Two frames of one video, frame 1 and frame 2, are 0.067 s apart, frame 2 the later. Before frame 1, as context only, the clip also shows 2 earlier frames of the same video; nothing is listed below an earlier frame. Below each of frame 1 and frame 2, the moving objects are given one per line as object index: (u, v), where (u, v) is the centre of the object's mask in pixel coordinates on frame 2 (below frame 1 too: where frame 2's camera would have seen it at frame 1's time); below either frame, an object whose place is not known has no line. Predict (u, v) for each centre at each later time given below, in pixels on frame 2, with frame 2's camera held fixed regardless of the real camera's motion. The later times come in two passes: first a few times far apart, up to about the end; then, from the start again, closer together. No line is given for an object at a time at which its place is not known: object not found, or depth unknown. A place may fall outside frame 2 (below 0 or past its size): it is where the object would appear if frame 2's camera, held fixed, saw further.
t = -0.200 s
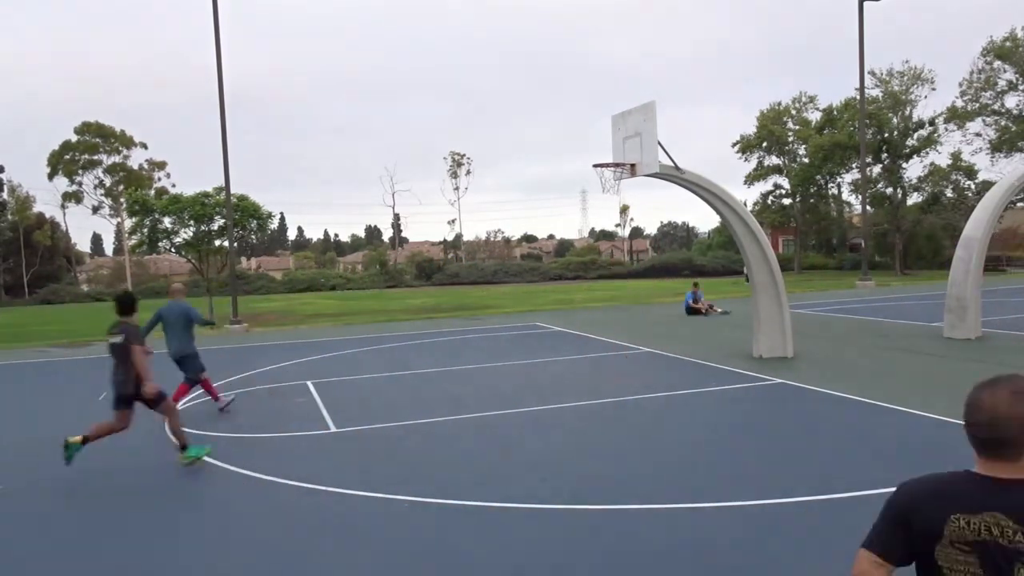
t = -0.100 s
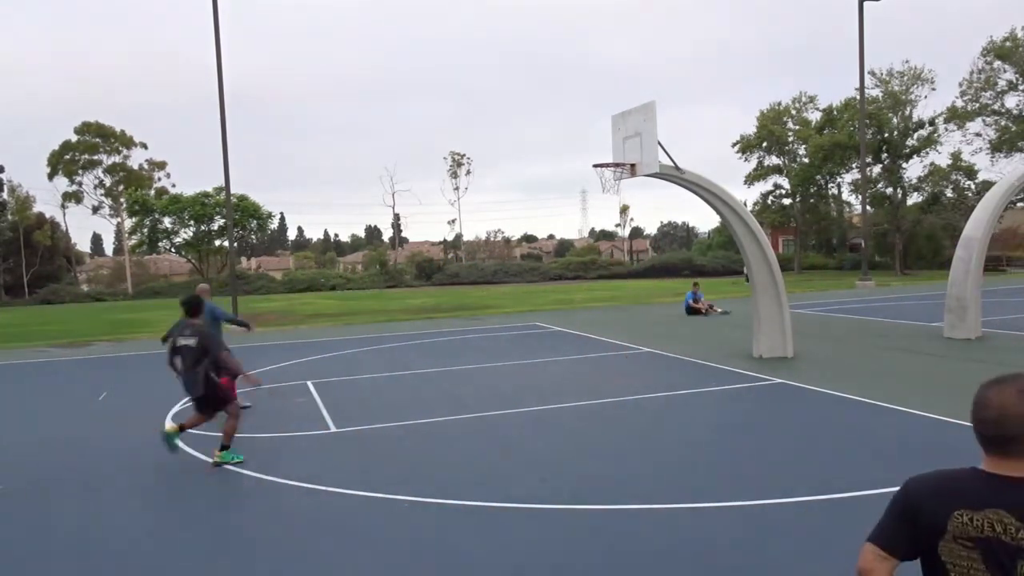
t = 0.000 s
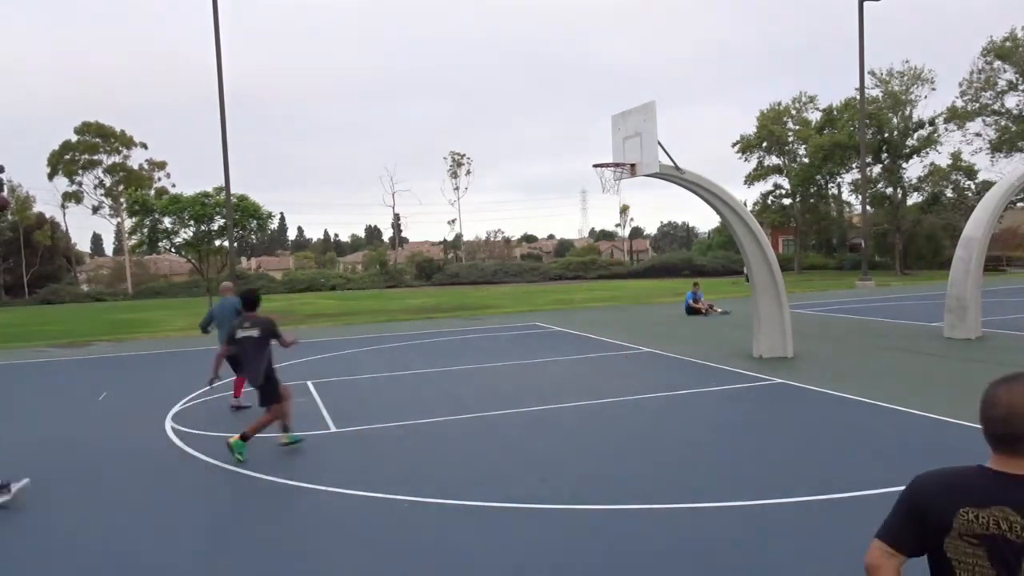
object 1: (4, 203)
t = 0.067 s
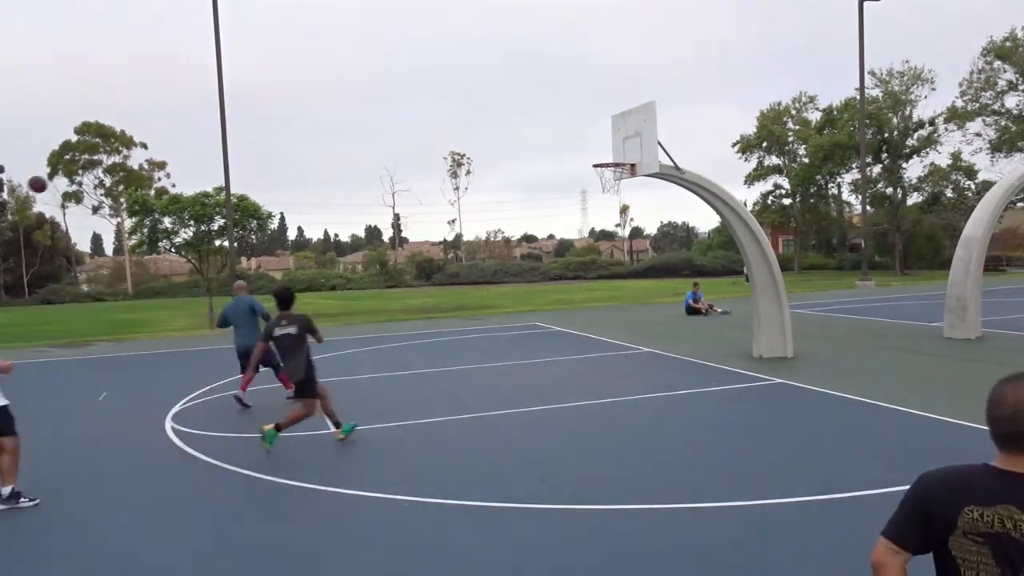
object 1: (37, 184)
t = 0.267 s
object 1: (157, 144)
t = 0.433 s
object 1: (263, 129)
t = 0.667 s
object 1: (424, 141)
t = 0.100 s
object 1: (56, 175)
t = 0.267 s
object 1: (157, 144)
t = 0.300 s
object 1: (178, 139)
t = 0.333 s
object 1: (198, 136)
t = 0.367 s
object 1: (220, 133)
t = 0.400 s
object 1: (241, 131)
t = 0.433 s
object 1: (263, 129)
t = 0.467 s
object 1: (285, 129)
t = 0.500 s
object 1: (308, 129)
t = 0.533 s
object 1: (331, 130)
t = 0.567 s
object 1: (353, 131)
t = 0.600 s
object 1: (377, 134)
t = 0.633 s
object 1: (401, 137)
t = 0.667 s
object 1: (424, 141)
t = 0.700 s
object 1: (449, 146)
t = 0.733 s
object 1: (473, 152)
